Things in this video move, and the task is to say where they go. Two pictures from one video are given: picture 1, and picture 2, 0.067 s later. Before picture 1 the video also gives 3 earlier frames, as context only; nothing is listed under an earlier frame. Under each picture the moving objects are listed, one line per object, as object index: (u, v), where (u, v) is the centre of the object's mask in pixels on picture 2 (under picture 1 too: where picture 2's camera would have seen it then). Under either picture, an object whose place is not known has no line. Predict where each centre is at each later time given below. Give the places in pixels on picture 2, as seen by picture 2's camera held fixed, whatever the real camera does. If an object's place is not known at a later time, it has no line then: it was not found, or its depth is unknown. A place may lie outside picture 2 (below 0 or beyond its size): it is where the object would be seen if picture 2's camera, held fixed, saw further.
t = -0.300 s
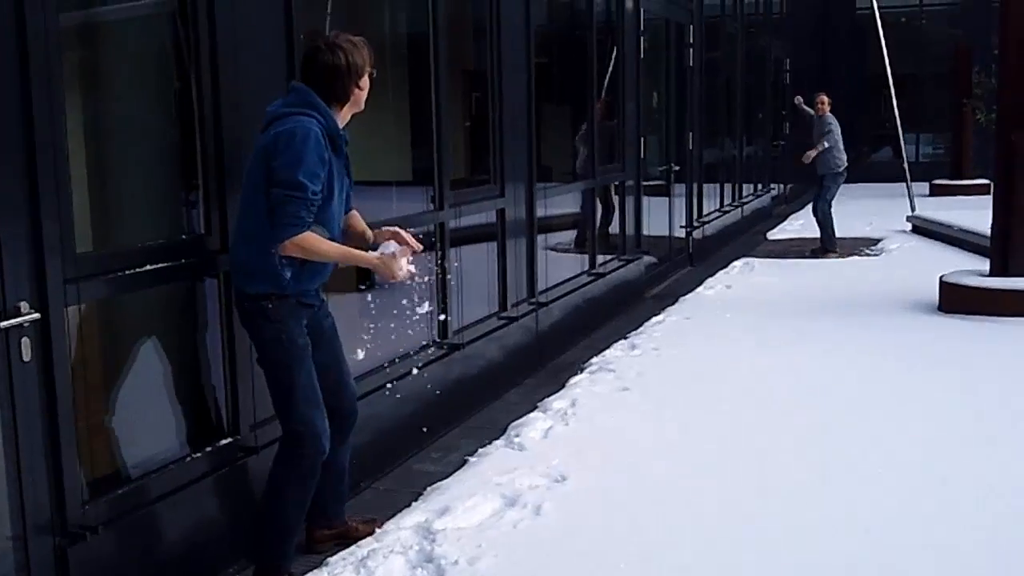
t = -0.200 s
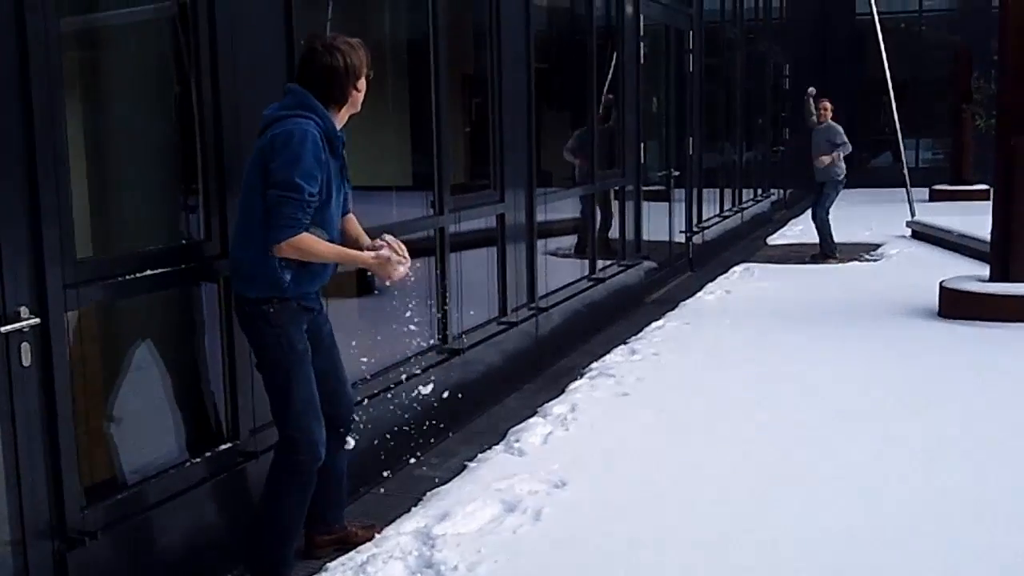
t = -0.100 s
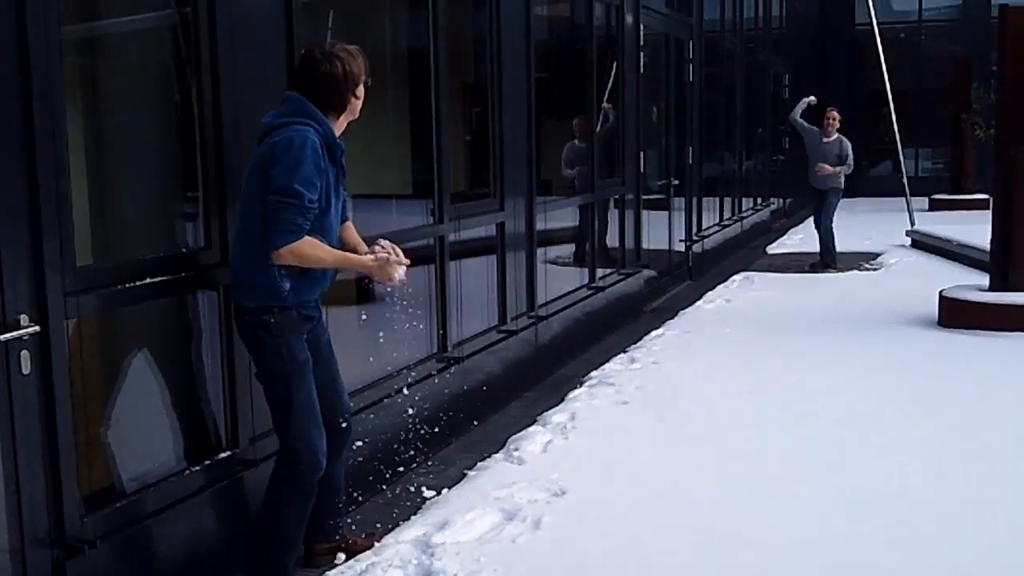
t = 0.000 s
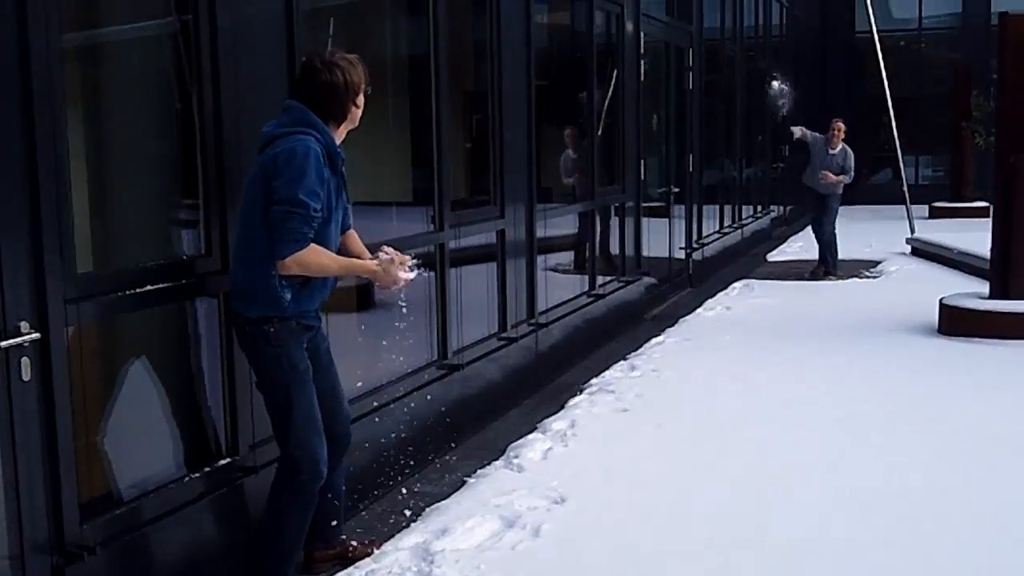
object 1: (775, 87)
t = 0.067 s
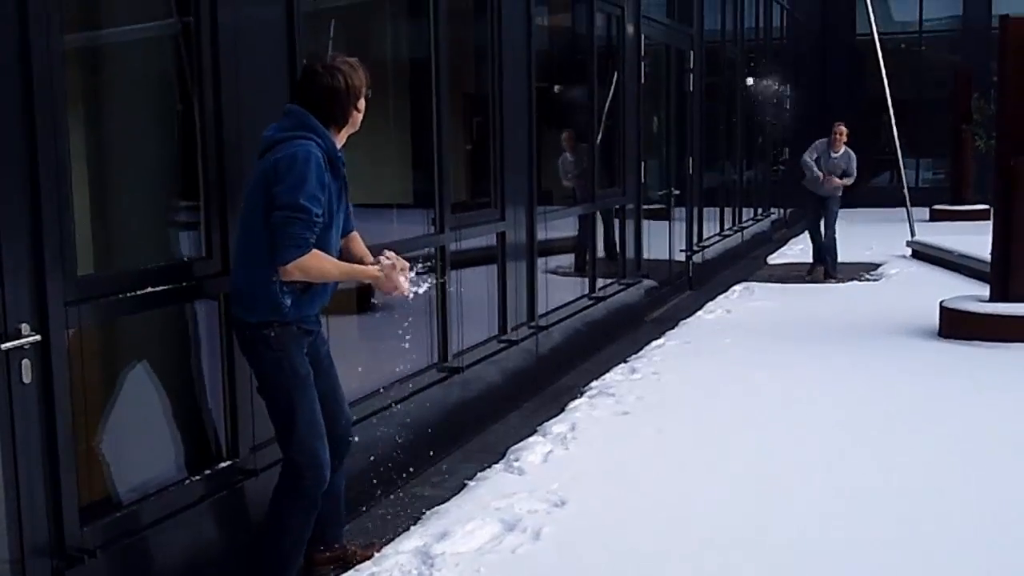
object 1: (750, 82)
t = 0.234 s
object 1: (658, 87)
